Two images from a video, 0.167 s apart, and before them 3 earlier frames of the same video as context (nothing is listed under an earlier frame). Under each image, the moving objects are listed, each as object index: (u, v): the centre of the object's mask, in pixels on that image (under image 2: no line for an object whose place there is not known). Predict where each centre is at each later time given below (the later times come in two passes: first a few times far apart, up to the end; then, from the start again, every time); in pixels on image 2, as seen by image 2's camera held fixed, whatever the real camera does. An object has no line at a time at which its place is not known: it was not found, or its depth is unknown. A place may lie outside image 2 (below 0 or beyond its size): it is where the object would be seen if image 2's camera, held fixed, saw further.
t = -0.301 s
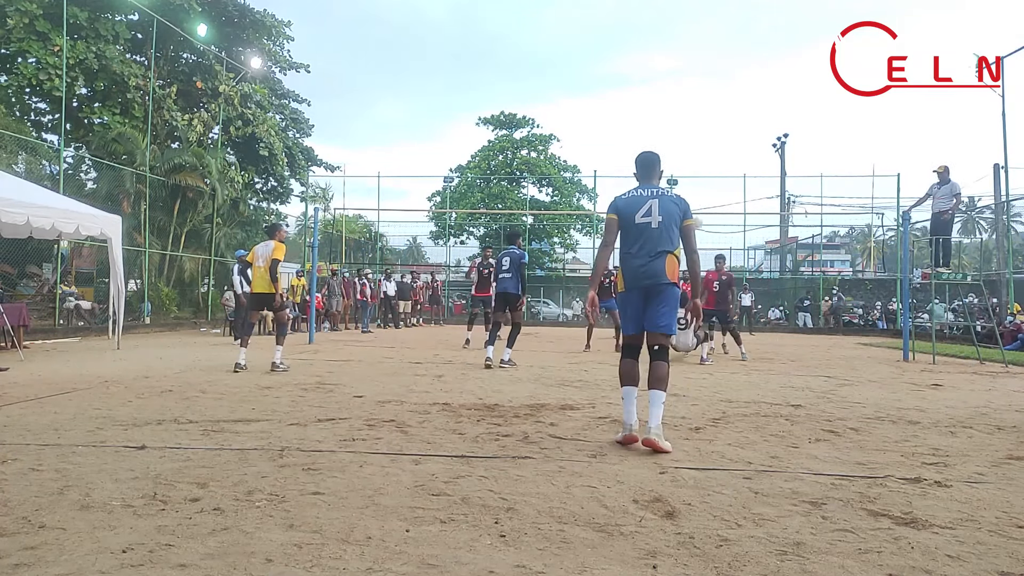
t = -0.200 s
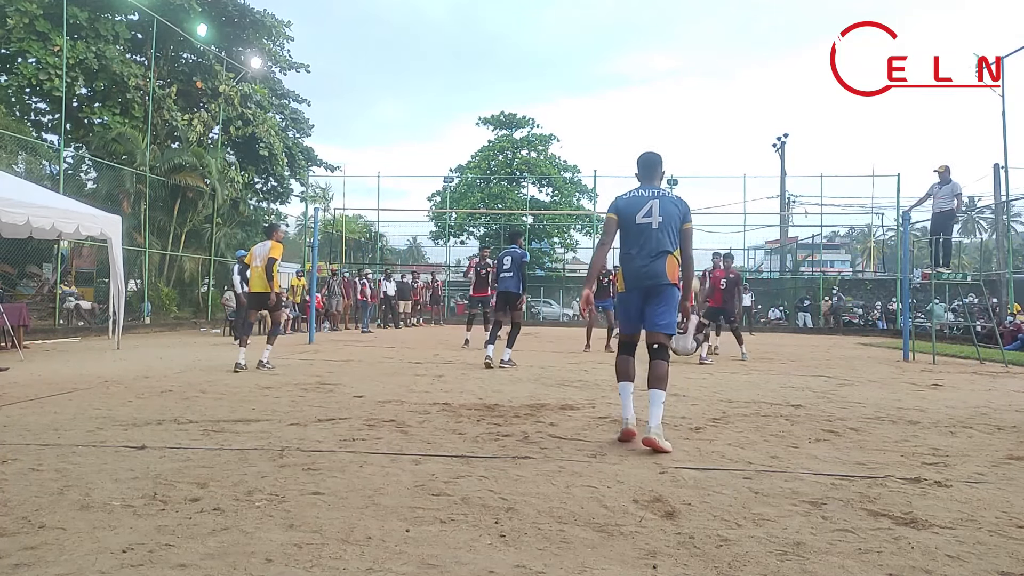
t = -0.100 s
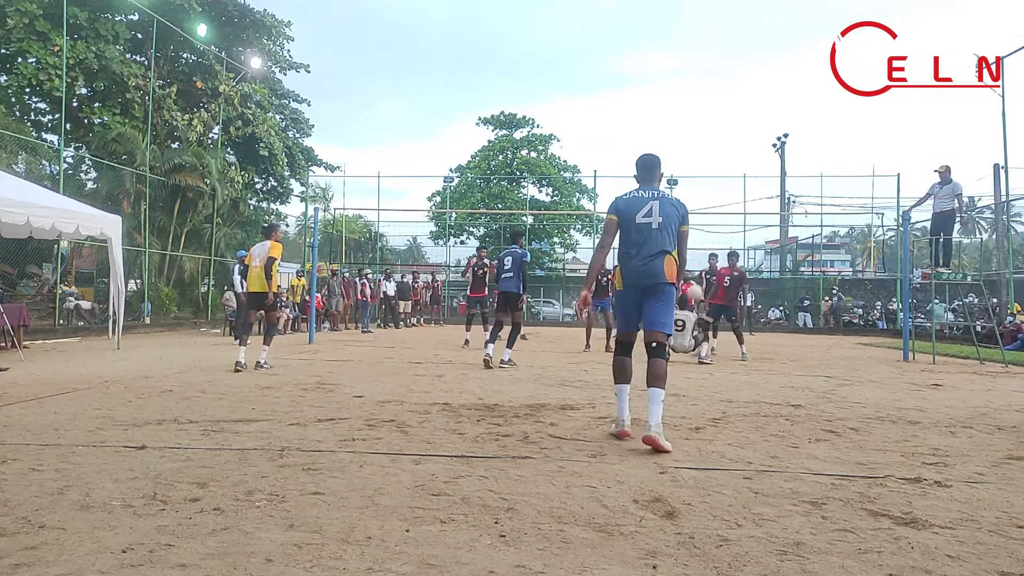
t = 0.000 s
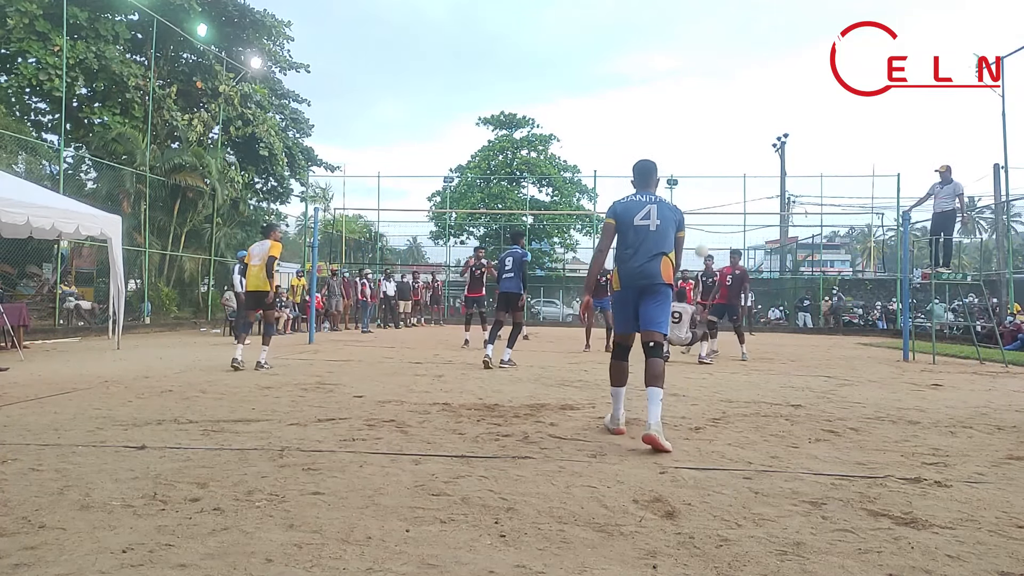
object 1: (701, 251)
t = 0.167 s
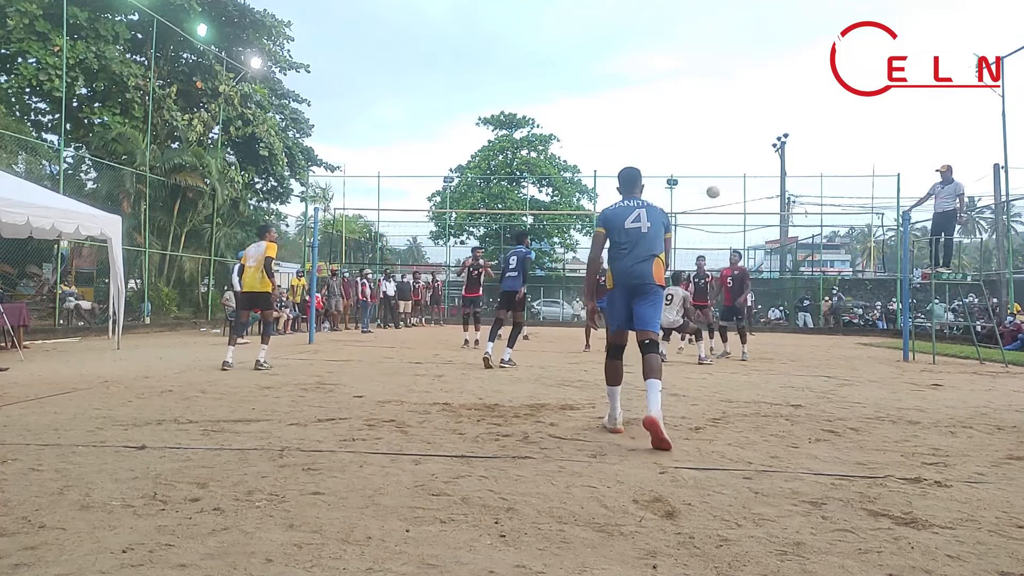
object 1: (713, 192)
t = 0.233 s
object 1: (717, 175)
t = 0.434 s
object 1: (729, 140)
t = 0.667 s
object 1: (741, 134)
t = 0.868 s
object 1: (751, 155)
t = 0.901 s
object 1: (752, 161)
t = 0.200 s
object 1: (715, 183)
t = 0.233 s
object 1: (717, 175)
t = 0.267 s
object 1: (718, 168)
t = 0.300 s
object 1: (721, 158)
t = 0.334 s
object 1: (723, 153)
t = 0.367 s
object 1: (725, 148)
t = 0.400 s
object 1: (727, 143)
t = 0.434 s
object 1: (729, 140)
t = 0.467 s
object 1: (731, 137)
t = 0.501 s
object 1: (732, 135)
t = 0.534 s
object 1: (734, 134)
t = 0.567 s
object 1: (736, 133)
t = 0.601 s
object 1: (738, 133)
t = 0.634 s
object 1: (740, 133)
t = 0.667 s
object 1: (741, 134)
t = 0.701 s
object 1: (743, 136)
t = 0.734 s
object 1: (744, 138)
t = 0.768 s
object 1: (746, 141)
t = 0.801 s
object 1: (747, 145)
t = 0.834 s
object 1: (749, 150)
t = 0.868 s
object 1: (751, 155)
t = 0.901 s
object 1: (752, 161)
